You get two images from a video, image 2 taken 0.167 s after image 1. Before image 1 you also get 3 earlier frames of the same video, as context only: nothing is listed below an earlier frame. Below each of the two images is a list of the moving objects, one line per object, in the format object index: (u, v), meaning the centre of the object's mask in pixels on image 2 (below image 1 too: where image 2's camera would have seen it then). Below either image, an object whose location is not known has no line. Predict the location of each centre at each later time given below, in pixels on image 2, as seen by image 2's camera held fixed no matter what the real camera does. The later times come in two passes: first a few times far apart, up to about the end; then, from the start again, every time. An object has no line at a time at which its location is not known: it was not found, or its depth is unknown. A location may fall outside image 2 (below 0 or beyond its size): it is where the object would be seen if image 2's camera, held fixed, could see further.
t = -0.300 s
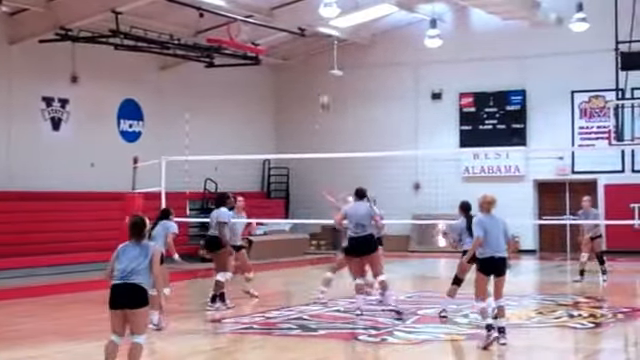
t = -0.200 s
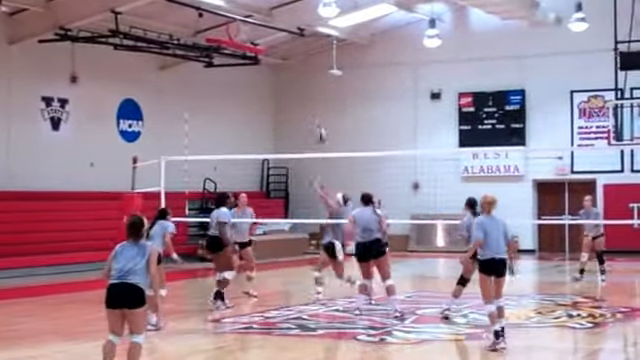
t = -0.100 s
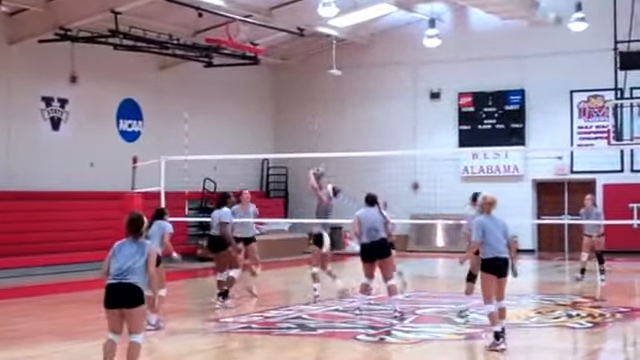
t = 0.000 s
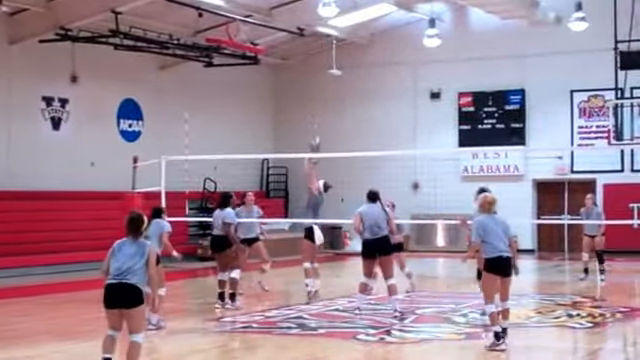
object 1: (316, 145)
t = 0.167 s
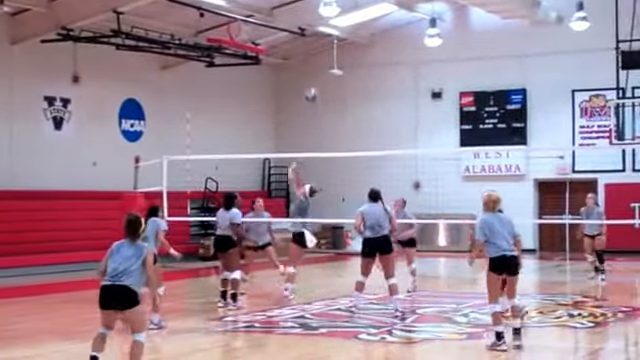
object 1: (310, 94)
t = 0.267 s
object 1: (308, 71)
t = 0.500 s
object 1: (303, 49)
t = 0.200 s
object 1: (310, 86)
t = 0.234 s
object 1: (308, 76)
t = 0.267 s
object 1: (308, 71)
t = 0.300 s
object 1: (308, 69)
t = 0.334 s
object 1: (307, 60)
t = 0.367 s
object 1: (306, 58)
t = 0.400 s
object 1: (305, 54)
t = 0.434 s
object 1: (305, 51)
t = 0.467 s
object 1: (304, 50)
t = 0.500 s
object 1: (303, 49)
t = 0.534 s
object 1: (303, 48)
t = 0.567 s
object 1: (303, 50)
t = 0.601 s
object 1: (303, 50)
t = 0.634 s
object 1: (300, 50)
